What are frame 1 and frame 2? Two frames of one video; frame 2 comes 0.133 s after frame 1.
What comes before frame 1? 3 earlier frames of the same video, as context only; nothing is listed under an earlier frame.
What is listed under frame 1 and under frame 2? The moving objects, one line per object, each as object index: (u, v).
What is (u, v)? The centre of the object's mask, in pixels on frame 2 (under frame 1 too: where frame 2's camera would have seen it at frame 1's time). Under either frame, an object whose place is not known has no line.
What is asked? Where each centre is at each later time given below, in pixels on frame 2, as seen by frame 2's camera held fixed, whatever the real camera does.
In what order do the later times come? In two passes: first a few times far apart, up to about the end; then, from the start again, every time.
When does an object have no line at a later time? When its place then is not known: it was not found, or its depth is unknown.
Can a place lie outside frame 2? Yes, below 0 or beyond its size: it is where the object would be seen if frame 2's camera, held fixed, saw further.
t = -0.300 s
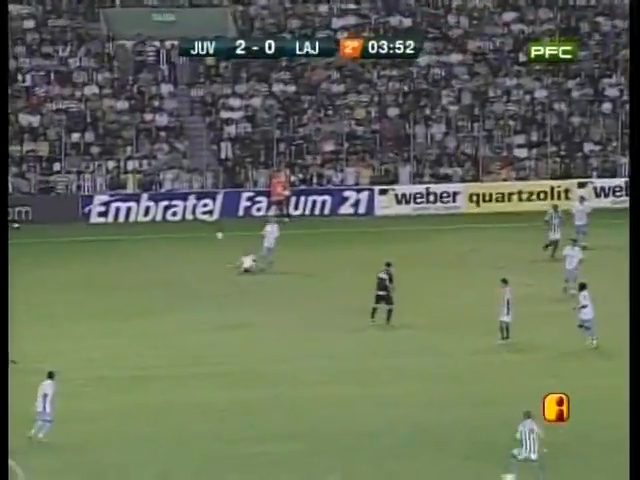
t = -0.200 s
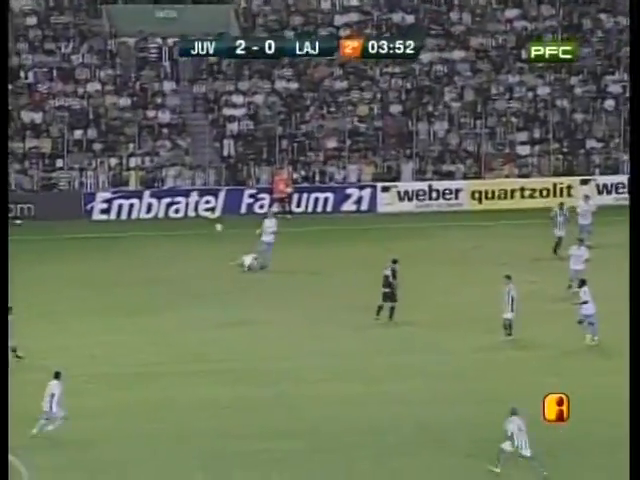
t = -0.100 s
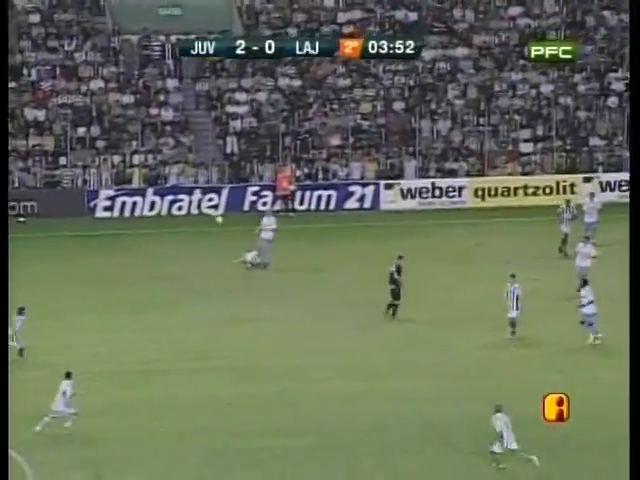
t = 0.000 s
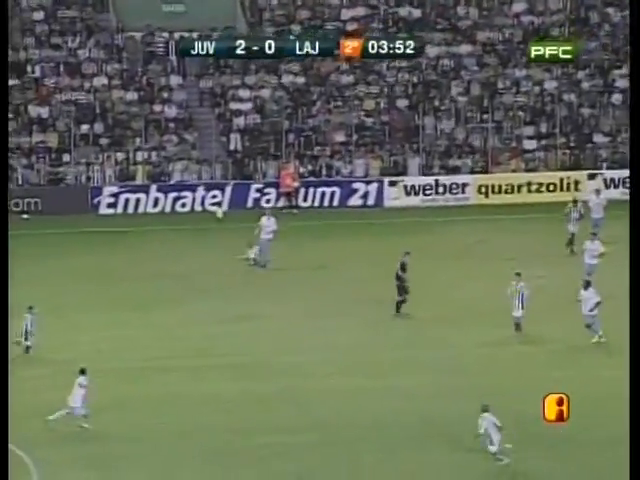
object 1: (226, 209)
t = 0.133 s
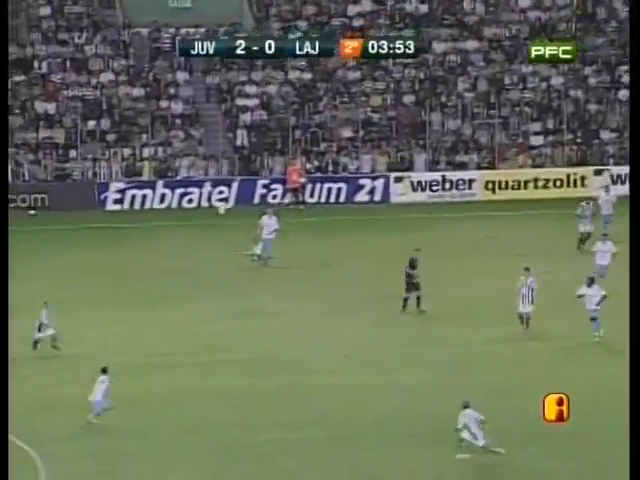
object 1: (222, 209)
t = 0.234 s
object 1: (219, 213)
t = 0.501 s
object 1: (210, 231)
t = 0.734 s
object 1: (202, 264)
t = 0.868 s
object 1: (197, 289)
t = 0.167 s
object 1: (222, 210)
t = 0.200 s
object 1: (220, 212)
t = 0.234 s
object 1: (219, 213)
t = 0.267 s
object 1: (217, 214)
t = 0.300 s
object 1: (220, 216)
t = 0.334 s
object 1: (216, 217)
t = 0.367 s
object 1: (215, 220)
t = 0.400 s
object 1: (213, 222)
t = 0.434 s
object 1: (212, 225)
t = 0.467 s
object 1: (210, 227)
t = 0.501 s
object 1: (210, 231)
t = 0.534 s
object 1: (209, 234)
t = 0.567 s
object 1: (208, 239)
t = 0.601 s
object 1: (205, 243)
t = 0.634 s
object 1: (205, 248)
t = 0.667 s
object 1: (205, 252)
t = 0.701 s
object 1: (204, 258)
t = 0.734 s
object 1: (202, 264)
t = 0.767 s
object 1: (200, 269)
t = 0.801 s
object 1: (199, 276)
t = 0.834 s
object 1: (199, 282)
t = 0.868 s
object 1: (197, 289)
